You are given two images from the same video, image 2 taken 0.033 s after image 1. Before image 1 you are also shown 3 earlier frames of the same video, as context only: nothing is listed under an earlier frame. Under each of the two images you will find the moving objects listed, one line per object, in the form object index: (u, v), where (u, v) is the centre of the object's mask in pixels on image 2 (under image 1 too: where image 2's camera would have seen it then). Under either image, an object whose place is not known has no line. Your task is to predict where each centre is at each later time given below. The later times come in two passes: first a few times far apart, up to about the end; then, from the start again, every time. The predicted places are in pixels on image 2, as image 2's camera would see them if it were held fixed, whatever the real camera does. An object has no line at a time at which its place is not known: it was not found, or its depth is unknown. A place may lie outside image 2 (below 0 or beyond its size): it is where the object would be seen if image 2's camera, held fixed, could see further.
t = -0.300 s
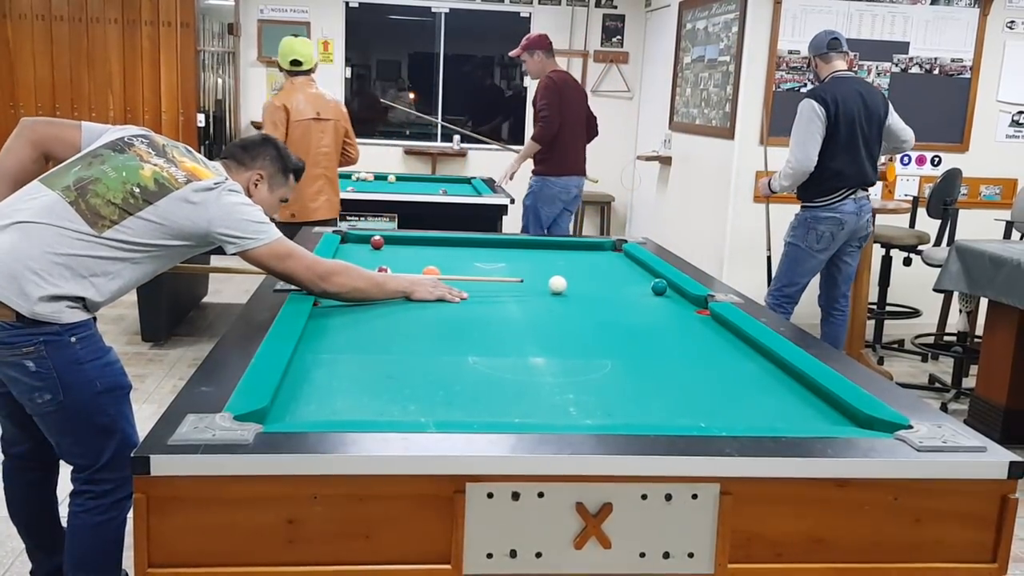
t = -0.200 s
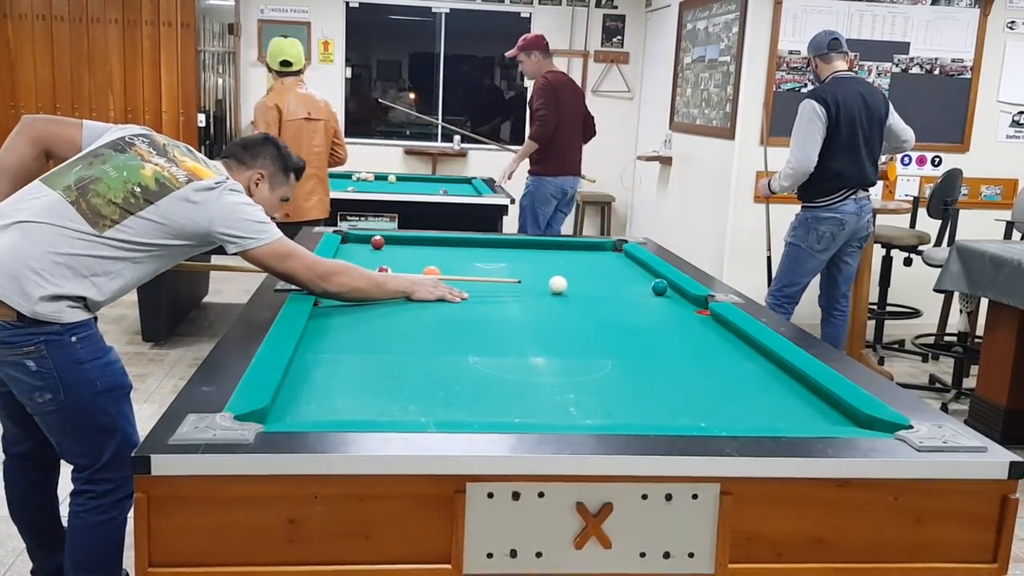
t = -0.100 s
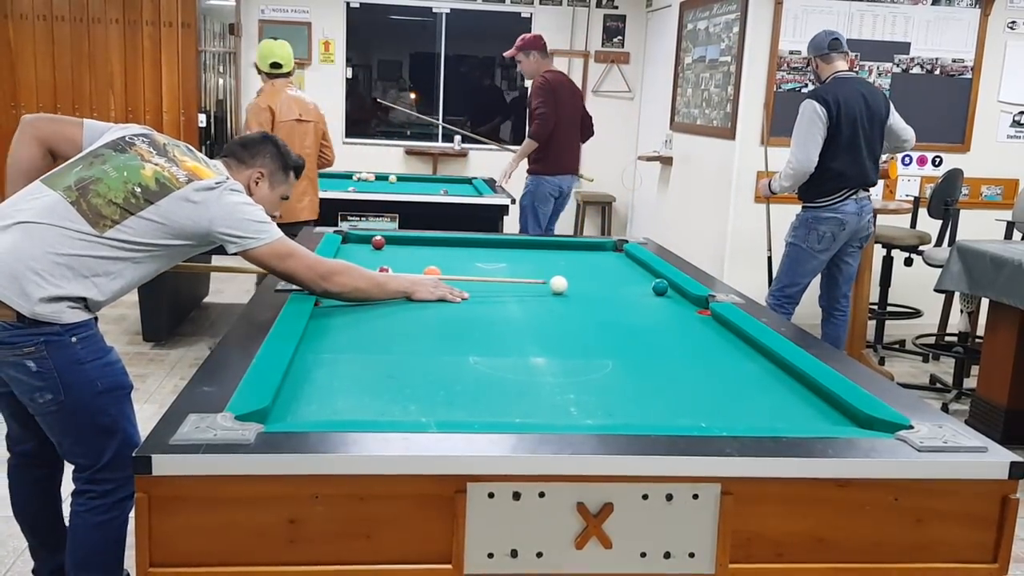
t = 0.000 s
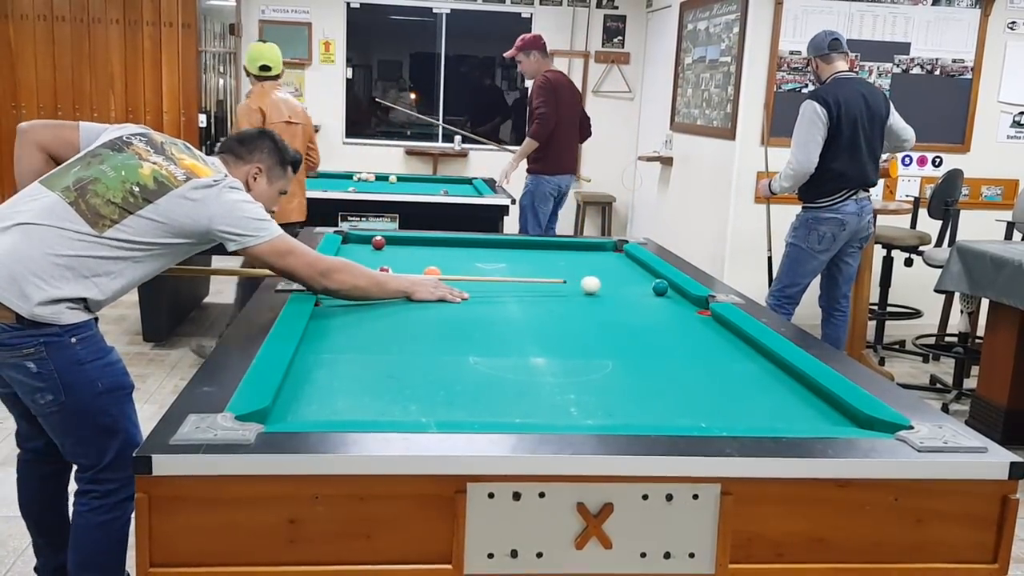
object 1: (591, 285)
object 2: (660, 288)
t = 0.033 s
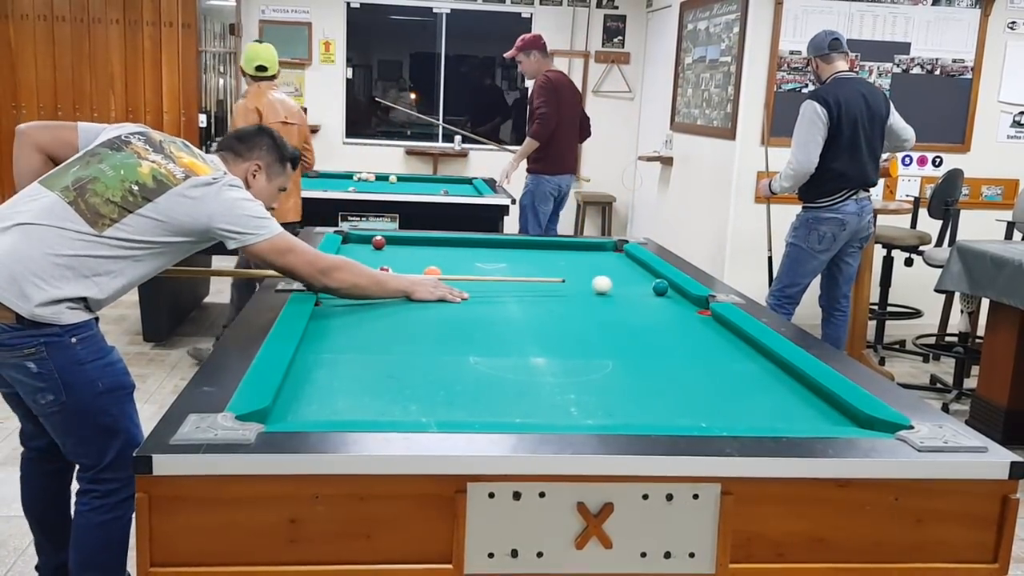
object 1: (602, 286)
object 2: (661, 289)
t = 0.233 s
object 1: (648, 283)
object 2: (666, 288)
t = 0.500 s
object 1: (650, 280)
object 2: (622, 289)
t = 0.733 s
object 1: (629, 276)
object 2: (588, 289)
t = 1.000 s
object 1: (608, 273)
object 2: (550, 288)
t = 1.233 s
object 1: (592, 270)
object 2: (520, 288)
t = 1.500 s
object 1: (576, 268)
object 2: (487, 288)
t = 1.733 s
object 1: (565, 266)
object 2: (461, 287)
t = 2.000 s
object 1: (554, 264)
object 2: (434, 287)
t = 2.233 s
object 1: (547, 263)
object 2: (412, 286)
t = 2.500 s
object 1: (541, 262)
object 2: (391, 286)
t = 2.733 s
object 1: (537, 262)
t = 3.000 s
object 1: (535, 261)
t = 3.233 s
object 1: (534, 261)
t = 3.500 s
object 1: (535, 261)
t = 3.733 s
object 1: (534, 261)
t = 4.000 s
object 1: (535, 261)
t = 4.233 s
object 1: (535, 261)
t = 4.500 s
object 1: (535, 261)
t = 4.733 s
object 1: (535, 261)
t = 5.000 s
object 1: (535, 261)
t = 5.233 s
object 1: (535, 261)
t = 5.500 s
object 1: (535, 261)
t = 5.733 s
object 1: (535, 261)
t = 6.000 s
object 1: (534, 261)
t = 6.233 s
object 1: (534, 261)
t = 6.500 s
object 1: (534, 261)
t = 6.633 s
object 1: (535, 261)
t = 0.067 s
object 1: (613, 284)
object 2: (660, 287)
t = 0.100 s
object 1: (623, 284)
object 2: (660, 287)
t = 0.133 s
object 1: (634, 284)
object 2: (660, 287)
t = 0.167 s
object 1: (643, 284)
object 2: (662, 287)
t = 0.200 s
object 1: (645, 284)
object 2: (670, 288)
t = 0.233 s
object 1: (648, 283)
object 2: (666, 288)
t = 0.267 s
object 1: (650, 281)
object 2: (660, 288)
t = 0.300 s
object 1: (656, 279)
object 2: (655, 290)
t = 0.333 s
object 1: (660, 281)
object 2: (649, 289)
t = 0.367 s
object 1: (662, 281)
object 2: (643, 289)
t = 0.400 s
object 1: (660, 281)
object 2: (638, 289)
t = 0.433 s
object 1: (657, 280)
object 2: (633, 289)
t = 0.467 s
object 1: (654, 280)
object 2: (628, 288)
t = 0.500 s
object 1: (650, 280)
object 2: (622, 289)
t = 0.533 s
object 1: (647, 279)
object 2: (617, 289)
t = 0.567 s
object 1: (644, 278)
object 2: (613, 288)
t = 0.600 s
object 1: (641, 278)
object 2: (608, 288)
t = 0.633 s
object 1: (638, 277)
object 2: (602, 288)
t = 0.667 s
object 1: (635, 277)
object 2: (597, 288)
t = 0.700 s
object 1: (632, 276)
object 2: (592, 289)
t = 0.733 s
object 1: (629, 276)
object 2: (588, 289)
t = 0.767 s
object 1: (626, 276)
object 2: (583, 288)
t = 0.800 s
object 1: (623, 275)
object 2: (578, 288)
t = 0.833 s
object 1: (621, 275)
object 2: (573, 288)
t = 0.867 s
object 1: (618, 275)
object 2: (568, 288)
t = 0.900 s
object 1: (615, 274)
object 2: (564, 288)
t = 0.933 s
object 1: (613, 274)
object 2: (560, 288)
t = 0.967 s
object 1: (610, 273)
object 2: (555, 288)
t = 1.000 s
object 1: (608, 273)
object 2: (550, 288)
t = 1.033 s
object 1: (605, 273)
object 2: (546, 288)
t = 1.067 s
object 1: (603, 272)
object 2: (541, 288)
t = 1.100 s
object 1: (600, 272)
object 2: (537, 288)
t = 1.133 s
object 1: (598, 271)
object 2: (533, 288)
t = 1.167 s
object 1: (596, 271)
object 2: (528, 288)
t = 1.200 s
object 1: (594, 271)
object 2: (524, 288)
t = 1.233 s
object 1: (592, 270)
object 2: (520, 288)
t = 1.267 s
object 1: (590, 270)
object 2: (515, 288)
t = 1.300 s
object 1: (588, 270)
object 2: (511, 288)
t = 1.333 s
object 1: (586, 269)
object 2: (507, 288)
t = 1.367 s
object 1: (584, 269)
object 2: (503, 288)
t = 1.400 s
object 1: (582, 269)
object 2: (499, 287)
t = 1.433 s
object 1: (580, 268)
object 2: (495, 287)
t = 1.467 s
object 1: (578, 268)
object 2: (491, 288)
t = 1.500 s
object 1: (576, 268)
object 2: (487, 288)
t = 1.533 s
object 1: (575, 268)
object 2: (483, 287)
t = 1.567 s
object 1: (573, 267)
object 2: (480, 287)
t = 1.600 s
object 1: (571, 267)
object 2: (476, 287)
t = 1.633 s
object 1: (570, 267)
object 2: (472, 287)
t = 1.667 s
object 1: (568, 266)
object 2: (468, 287)
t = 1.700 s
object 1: (566, 266)
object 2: (465, 287)
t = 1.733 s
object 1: (565, 266)
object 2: (461, 287)
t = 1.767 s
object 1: (563, 266)
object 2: (457, 287)
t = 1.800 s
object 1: (562, 265)
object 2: (454, 287)
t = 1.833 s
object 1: (561, 265)
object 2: (451, 287)
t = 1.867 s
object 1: (559, 265)
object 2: (447, 287)
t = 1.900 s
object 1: (558, 265)
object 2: (444, 287)
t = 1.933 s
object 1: (557, 265)
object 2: (440, 287)
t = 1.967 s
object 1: (555, 265)
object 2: (437, 287)
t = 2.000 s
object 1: (554, 264)
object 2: (434, 287)
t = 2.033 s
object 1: (553, 264)
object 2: (431, 287)
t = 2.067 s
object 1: (552, 264)
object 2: (428, 287)
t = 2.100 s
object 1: (551, 264)
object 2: (424, 287)
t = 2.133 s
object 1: (550, 264)
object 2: (421, 287)
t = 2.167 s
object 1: (549, 263)
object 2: (418, 287)
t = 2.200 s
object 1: (548, 263)
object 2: (416, 286)
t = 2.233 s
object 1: (547, 263)
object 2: (412, 286)
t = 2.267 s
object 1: (546, 263)
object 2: (409, 286)
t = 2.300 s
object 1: (545, 263)
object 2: (406, 286)
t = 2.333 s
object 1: (545, 263)
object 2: (404, 286)
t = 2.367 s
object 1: (544, 263)
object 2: (401, 286)
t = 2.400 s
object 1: (543, 262)
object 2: (398, 286)
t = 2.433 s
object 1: (542, 262)
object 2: (396, 286)
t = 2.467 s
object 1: (541, 262)
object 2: (394, 286)
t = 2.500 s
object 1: (541, 262)
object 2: (391, 286)
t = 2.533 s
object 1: (540, 262)
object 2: (388, 286)
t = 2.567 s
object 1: (540, 262)
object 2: (386, 286)
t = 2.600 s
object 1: (539, 262)
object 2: (383, 286)
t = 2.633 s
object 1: (538, 262)
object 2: (381, 286)
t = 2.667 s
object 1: (538, 262)
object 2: (379, 286)
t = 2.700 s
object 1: (537, 262)
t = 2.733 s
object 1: (537, 262)
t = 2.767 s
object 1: (536, 262)
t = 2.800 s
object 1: (536, 261)
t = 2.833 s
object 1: (536, 261)
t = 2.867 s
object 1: (536, 261)
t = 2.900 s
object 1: (535, 261)
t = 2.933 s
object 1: (535, 261)
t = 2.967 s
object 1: (535, 261)
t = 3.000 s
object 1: (535, 261)
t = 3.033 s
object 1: (535, 261)
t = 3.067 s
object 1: (535, 261)
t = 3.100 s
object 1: (535, 261)
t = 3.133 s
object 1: (535, 261)
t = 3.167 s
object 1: (534, 261)
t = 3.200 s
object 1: (534, 261)
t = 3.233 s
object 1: (534, 261)
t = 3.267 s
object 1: (535, 261)
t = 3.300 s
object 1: (535, 261)
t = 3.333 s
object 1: (535, 261)
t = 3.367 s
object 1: (535, 261)
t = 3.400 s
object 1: (535, 261)
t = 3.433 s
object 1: (535, 261)
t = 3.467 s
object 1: (535, 261)
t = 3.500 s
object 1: (535, 261)
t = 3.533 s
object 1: (535, 261)
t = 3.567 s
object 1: (535, 261)
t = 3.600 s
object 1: (535, 261)
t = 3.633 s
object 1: (535, 261)
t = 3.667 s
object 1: (535, 261)
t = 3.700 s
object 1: (535, 261)
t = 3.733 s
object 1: (534, 261)
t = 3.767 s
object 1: (535, 261)
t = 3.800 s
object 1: (535, 261)
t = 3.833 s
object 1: (535, 261)
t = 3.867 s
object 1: (535, 261)
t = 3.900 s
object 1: (535, 261)
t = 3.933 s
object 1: (535, 261)
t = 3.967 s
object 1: (535, 261)
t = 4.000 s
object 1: (535, 261)
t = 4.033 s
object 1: (535, 261)
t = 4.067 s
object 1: (535, 261)
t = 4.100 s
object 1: (535, 261)
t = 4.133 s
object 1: (535, 261)
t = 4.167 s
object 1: (535, 261)
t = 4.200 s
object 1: (535, 261)
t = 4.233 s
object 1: (535, 261)
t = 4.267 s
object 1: (535, 261)
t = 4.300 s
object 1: (535, 261)
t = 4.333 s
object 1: (535, 261)
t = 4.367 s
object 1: (535, 261)
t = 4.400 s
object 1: (535, 261)
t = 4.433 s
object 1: (535, 261)
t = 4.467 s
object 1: (535, 261)
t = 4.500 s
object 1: (535, 261)
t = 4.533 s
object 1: (535, 261)
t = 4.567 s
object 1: (535, 261)
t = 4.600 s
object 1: (535, 261)
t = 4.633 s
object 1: (535, 261)
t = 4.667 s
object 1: (535, 261)
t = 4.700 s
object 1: (535, 261)
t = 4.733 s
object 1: (535, 261)
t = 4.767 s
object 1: (534, 261)
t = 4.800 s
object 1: (535, 261)
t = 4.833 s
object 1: (535, 261)
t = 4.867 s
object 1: (534, 261)
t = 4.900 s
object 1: (534, 261)
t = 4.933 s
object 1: (535, 261)
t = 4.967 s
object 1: (534, 261)
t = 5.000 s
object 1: (535, 261)
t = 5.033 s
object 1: (535, 261)
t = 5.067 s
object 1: (535, 261)
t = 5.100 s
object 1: (535, 261)
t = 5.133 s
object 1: (535, 261)
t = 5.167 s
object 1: (534, 261)
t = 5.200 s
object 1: (534, 261)
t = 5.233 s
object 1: (535, 261)
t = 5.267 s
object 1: (535, 261)
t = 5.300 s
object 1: (534, 261)
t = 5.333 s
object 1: (535, 261)
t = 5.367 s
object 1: (535, 261)
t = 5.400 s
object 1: (535, 261)
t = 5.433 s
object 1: (535, 261)
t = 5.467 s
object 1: (534, 261)
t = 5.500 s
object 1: (535, 261)
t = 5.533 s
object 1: (535, 261)
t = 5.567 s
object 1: (535, 261)
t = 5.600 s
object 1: (535, 261)
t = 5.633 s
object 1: (534, 261)
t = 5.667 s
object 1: (535, 261)
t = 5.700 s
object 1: (535, 262)
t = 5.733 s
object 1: (535, 261)
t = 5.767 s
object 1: (535, 261)
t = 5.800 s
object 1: (535, 261)
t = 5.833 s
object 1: (535, 261)
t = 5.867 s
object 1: (535, 261)
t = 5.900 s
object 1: (535, 261)
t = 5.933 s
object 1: (535, 261)
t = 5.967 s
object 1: (534, 261)
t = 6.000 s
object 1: (534, 261)
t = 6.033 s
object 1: (535, 261)
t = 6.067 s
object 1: (534, 261)
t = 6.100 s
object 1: (534, 261)
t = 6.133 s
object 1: (534, 261)
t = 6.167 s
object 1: (534, 261)
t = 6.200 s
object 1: (534, 261)
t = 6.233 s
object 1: (534, 261)
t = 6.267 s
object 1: (534, 261)
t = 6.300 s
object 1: (534, 261)
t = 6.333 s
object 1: (534, 261)
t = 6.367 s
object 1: (534, 261)
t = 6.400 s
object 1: (534, 261)
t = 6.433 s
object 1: (534, 261)
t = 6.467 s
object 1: (534, 261)
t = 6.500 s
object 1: (534, 261)
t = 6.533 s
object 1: (534, 261)
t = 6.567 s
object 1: (534, 261)
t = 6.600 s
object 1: (534, 261)
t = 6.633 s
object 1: (535, 261)
